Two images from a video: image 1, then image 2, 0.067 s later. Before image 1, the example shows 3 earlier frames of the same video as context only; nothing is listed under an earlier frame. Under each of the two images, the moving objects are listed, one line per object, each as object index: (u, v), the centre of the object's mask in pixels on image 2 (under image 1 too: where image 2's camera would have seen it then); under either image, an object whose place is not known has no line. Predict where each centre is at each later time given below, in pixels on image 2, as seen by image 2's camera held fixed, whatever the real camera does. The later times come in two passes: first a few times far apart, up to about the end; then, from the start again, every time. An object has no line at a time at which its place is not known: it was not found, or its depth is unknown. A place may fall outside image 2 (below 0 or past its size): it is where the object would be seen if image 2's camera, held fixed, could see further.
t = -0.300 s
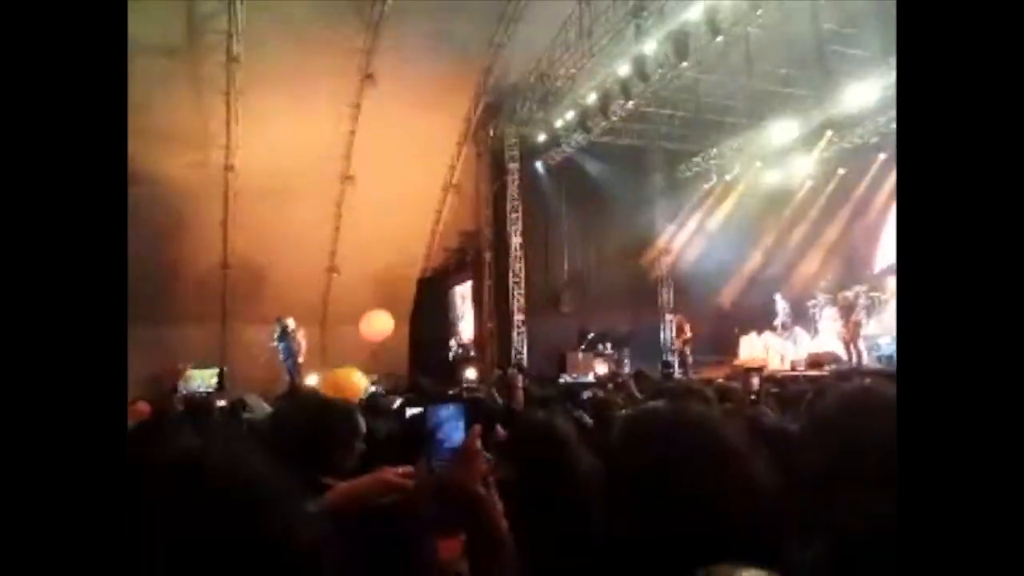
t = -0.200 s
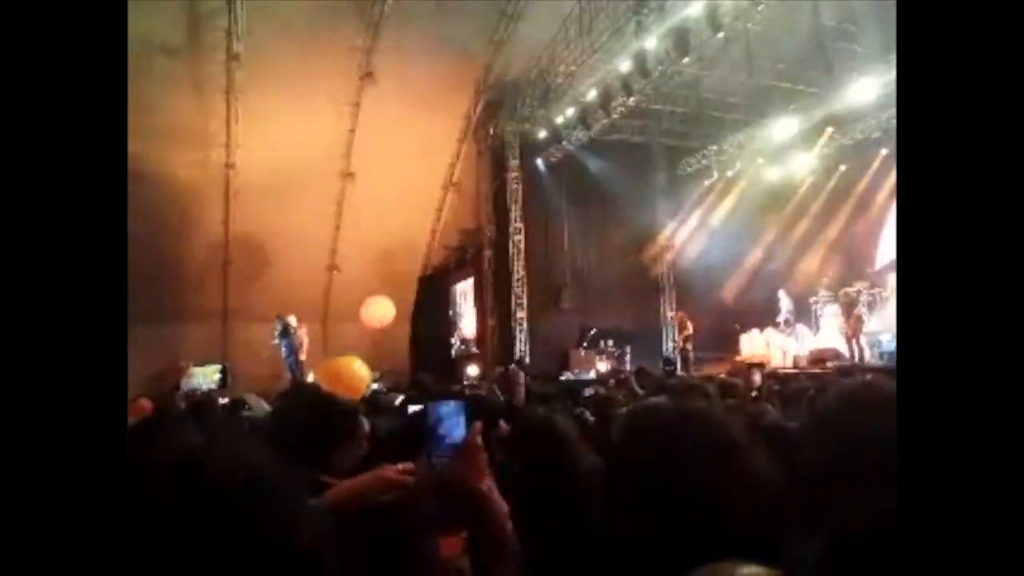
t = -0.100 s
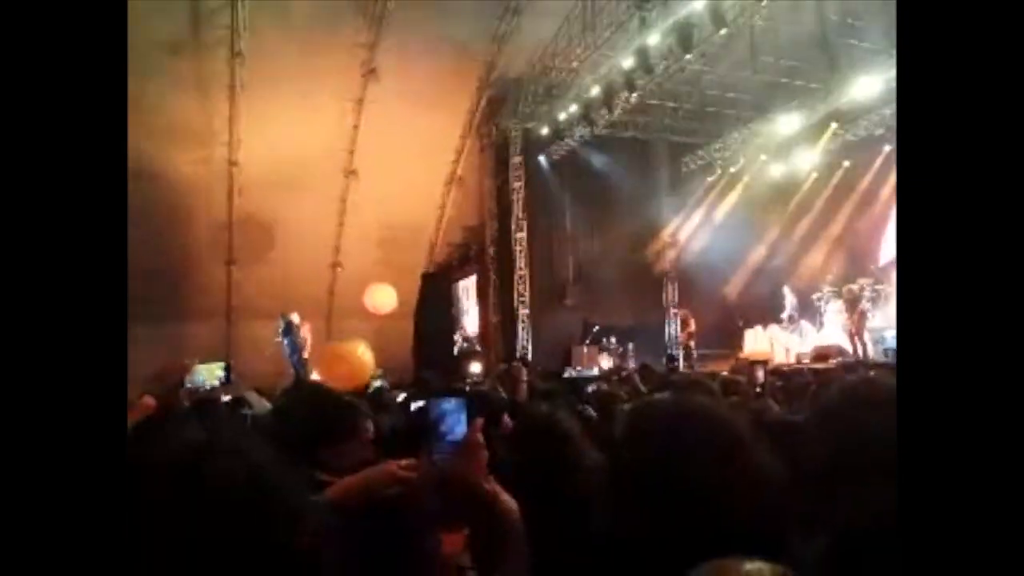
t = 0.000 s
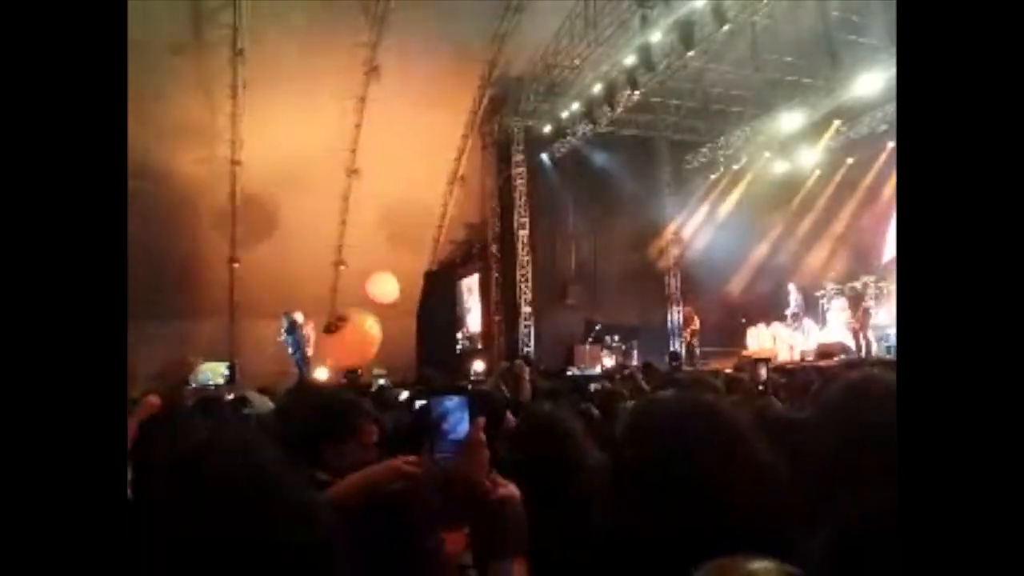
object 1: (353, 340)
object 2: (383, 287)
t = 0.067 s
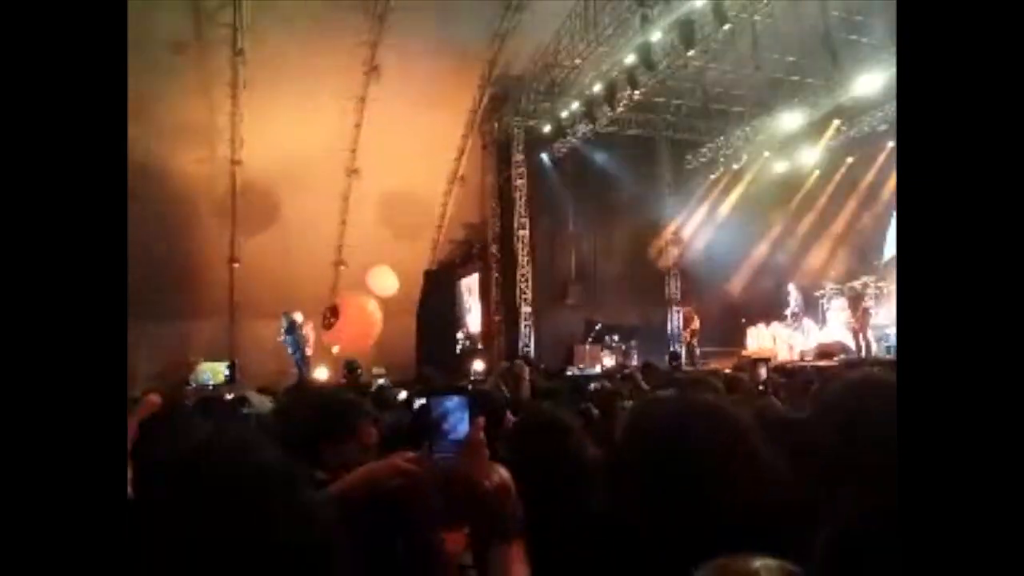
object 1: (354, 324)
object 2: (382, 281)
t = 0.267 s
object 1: (355, 281)
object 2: (384, 264)
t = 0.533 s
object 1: (358, 226)
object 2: (391, 249)
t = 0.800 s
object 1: (355, 194)
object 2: (389, 230)
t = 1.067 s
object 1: (350, 177)
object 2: (390, 218)
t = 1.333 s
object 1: (343, 168)
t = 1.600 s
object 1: (337, 168)
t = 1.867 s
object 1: (329, 178)
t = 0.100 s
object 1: (356, 317)
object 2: (382, 278)
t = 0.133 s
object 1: (357, 310)
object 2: (382, 275)
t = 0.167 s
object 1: (356, 299)
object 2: (382, 274)
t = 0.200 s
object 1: (355, 294)
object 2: (383, 270)
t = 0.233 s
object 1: (356, 286)
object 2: (384, 267)
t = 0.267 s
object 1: (355, 281)
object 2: (384, 264)
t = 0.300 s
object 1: (358, 274)
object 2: (387, 261)
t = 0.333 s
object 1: (358, 267)
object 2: (388, 257)
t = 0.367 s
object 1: (360, 258)
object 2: (389, 254)
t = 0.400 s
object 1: (357, 251)
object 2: (391, 252)
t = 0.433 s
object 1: (358, 244)
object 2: (392, 250)
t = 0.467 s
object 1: (358, 238)
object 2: (392, 252)
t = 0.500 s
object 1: (358, 231)
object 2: (392, 250)
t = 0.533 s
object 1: (358, 226)
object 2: (391, 249)
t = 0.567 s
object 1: (358, 221)
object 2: (390, 247)
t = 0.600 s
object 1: (358, 216)
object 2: (389, 245)
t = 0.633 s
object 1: (357, 211)
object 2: (389, 242)
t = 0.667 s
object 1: (357, 206)
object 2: (388, 239)
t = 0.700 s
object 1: (356, 203)
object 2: (388, 237)
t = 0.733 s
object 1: (355, 200)
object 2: (388, 234)
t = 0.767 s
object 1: (355, 197)
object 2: (388, 232)
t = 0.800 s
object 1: (355, 194)
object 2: (389, 230)
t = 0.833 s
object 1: (354, 192)
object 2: (389, 228)
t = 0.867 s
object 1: (353, 188)
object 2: (388, 227)
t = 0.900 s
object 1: (352, 186)
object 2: (388, 225)
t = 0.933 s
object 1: (352, 185)
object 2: (389, 222)
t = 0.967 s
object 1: (352, 182)
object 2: (389, 220)
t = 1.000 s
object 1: (352, 180)
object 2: (390, 220)
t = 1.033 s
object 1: (351, 178)
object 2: (390, 218)
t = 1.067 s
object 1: (350, 177)
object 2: (390, 218)
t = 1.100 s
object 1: (350, 175)
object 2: (391, 217)
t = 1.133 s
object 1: (349, 174)
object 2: (391, 216)
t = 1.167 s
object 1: (347, 172)
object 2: (392, 215)
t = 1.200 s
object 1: (346, 171)
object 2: (392, 215)
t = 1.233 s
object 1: (346, 170)
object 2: (393, 214)
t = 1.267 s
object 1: (345, 170)
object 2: (393, 215)
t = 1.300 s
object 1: (344, 169)
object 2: (394, 214)
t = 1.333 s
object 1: (343, 168)
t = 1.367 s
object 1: (342, 168)
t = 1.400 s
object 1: (341, 167)
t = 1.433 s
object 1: (341, 167)
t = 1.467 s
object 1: (340, 167)
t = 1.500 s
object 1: (339, 167)
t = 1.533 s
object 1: (339, 167)
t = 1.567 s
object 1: (338, 168)
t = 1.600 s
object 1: (337, 168)
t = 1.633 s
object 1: (335, 169)
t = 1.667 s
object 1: (335, 169)
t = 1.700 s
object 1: (334, 170)
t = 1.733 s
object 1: (333, 172)
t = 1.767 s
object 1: (332, 172)
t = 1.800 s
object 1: (331, 173)
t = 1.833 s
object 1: (330, 176)
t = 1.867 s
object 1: (329, 178)
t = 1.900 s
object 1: (328, 180)
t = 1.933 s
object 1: (328, 182)
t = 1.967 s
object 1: (327, 185)
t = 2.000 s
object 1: (326, 187)
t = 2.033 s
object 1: (325, 190)
